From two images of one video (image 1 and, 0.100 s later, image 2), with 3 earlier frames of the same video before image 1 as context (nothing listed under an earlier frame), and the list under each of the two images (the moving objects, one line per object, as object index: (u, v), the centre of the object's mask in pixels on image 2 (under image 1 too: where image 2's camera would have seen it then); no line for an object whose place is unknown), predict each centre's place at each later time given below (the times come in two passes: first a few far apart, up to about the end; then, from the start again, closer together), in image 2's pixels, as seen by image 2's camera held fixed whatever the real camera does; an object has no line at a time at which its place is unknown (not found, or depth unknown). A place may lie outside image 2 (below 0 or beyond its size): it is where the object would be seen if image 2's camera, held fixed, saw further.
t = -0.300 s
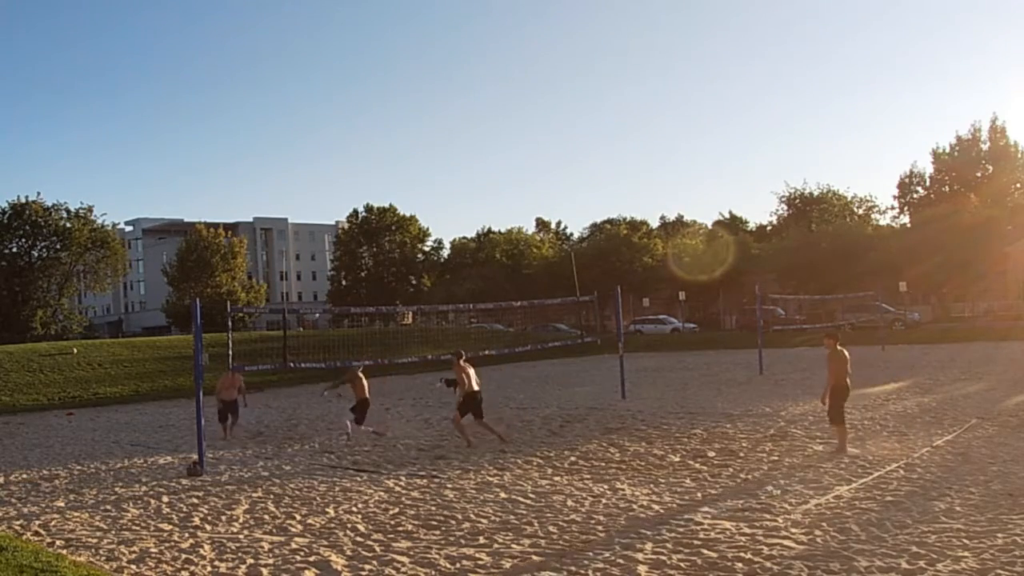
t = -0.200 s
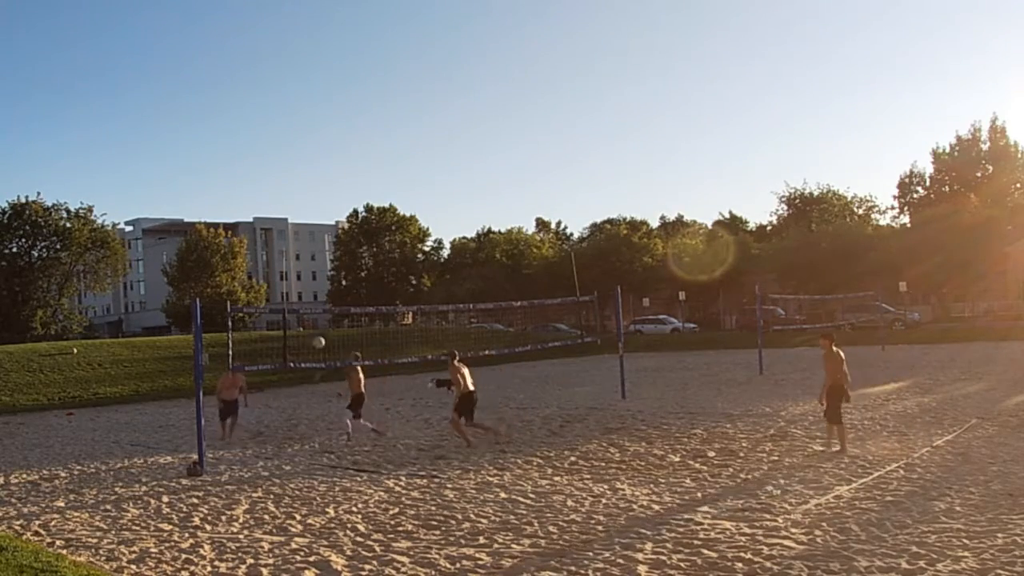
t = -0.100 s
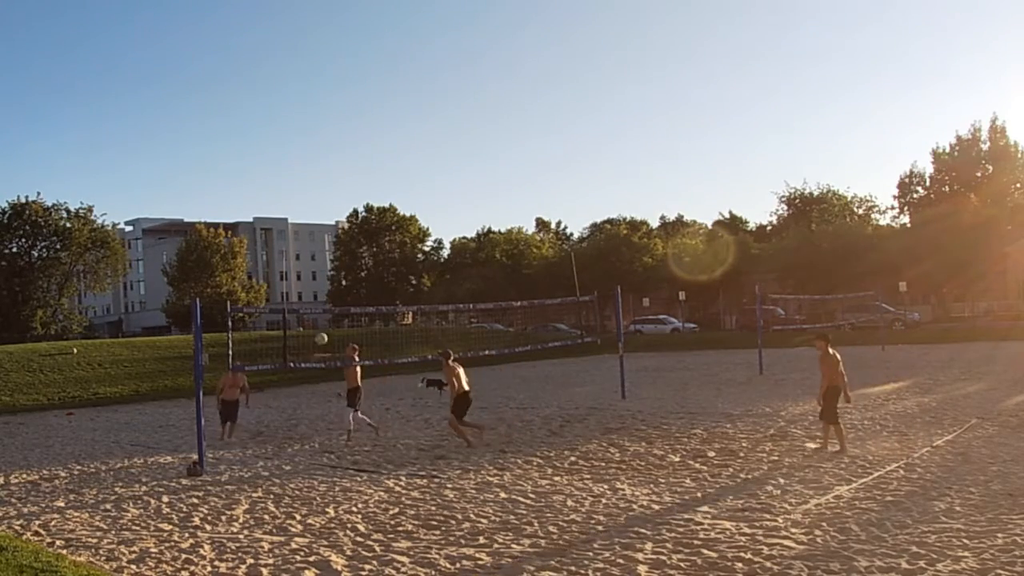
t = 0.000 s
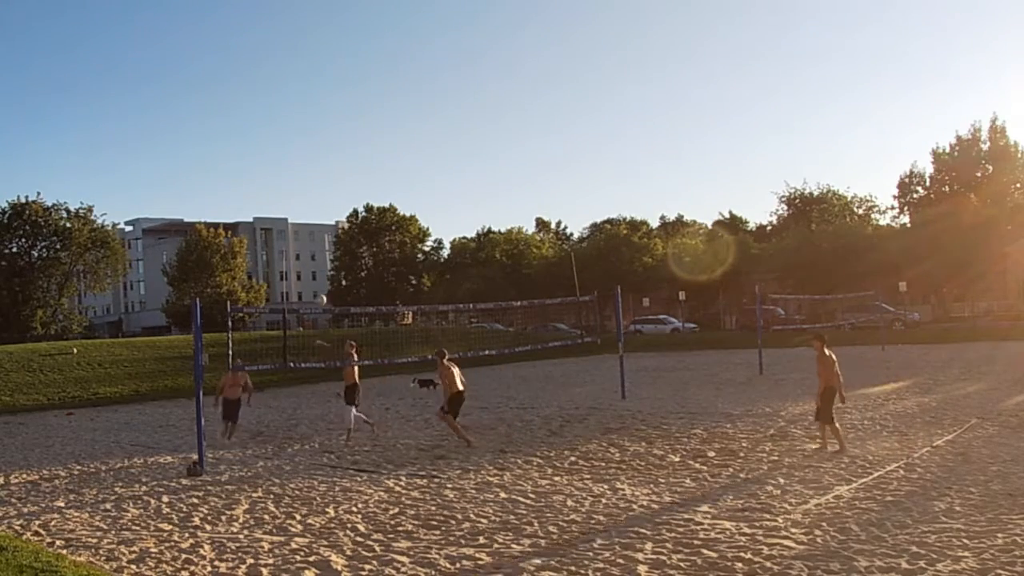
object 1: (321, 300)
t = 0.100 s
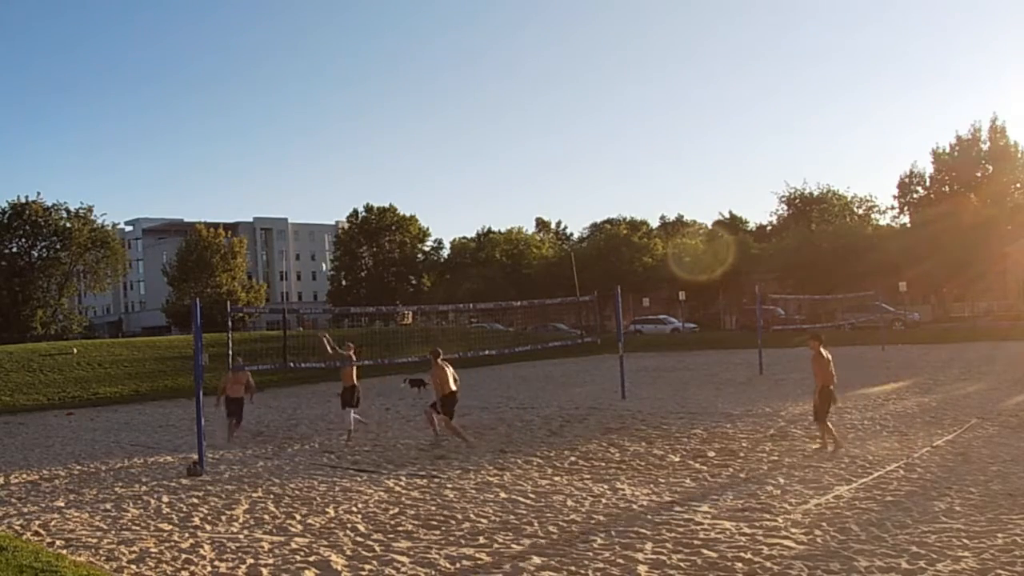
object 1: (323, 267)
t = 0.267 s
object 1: (318, 223)
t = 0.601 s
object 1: (318, 186)
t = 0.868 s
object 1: (322, 197)
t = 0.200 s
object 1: (323, 239)
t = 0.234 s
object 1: (323, 232)
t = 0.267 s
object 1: (318, 223)
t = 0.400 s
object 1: (317, 202)
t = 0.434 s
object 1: (317, 198)
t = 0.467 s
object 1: (318, 194)
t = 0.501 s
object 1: (318, 191)
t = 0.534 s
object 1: (317, 188)
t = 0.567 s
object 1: (318, 187)
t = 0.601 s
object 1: (318, 186)
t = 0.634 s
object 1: (319, 185)
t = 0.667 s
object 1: (319, 185)
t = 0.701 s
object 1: (319, 186)
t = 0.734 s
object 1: (320, 187)
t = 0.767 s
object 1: (320, 188)
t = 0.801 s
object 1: (321, 191)
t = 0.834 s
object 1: (321, 194)
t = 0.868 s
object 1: (322, 197)
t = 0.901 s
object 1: (323, 202)
